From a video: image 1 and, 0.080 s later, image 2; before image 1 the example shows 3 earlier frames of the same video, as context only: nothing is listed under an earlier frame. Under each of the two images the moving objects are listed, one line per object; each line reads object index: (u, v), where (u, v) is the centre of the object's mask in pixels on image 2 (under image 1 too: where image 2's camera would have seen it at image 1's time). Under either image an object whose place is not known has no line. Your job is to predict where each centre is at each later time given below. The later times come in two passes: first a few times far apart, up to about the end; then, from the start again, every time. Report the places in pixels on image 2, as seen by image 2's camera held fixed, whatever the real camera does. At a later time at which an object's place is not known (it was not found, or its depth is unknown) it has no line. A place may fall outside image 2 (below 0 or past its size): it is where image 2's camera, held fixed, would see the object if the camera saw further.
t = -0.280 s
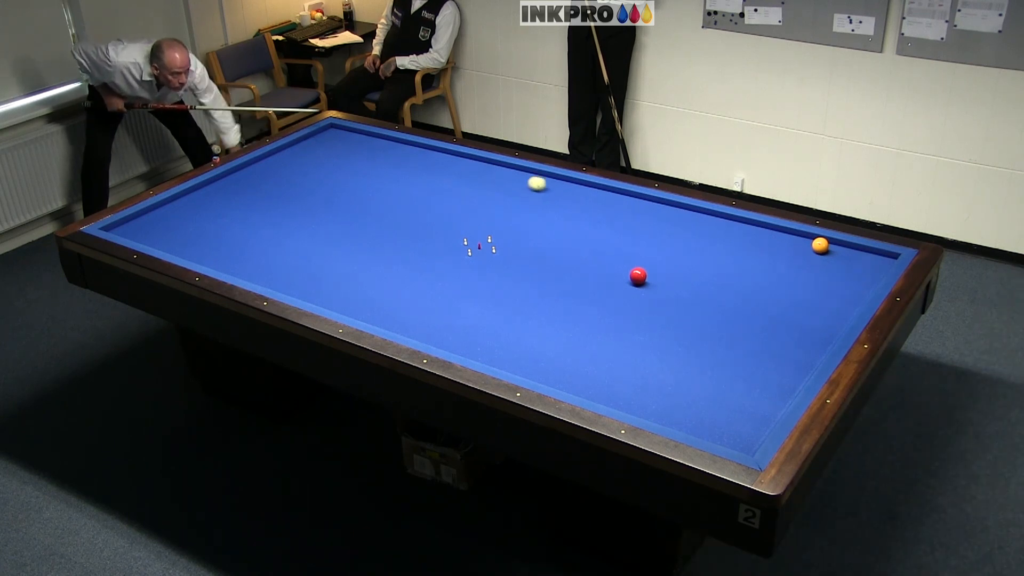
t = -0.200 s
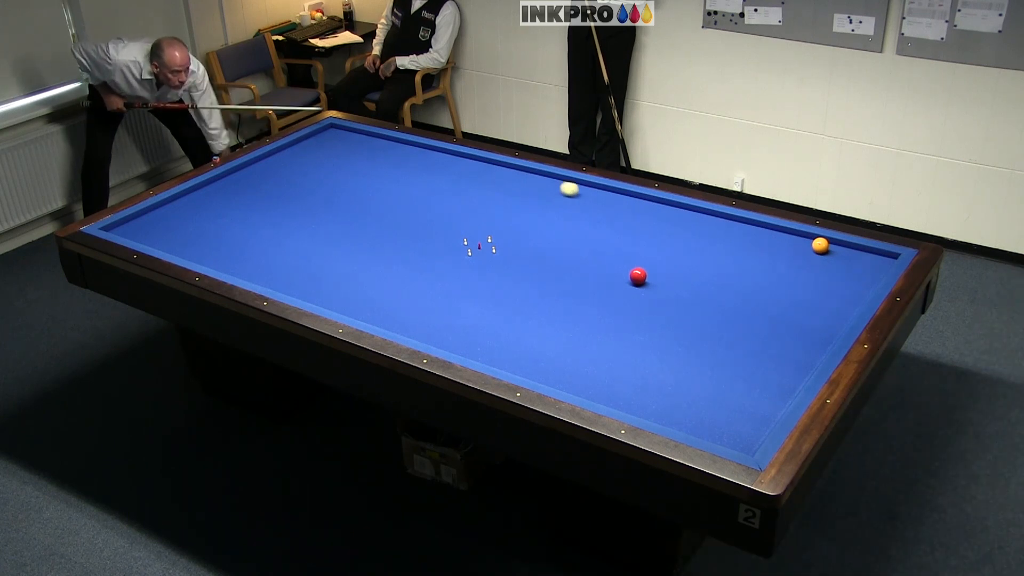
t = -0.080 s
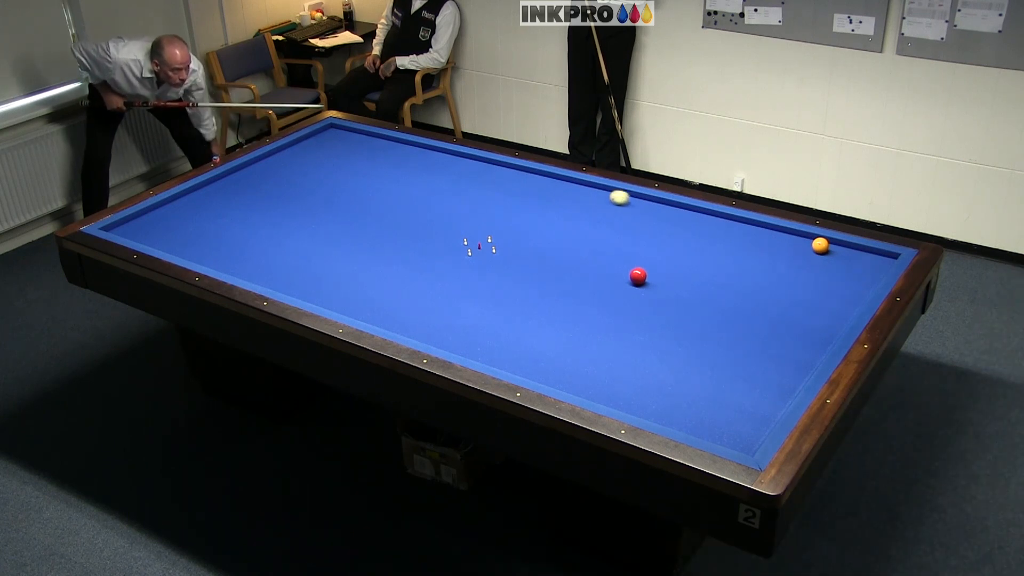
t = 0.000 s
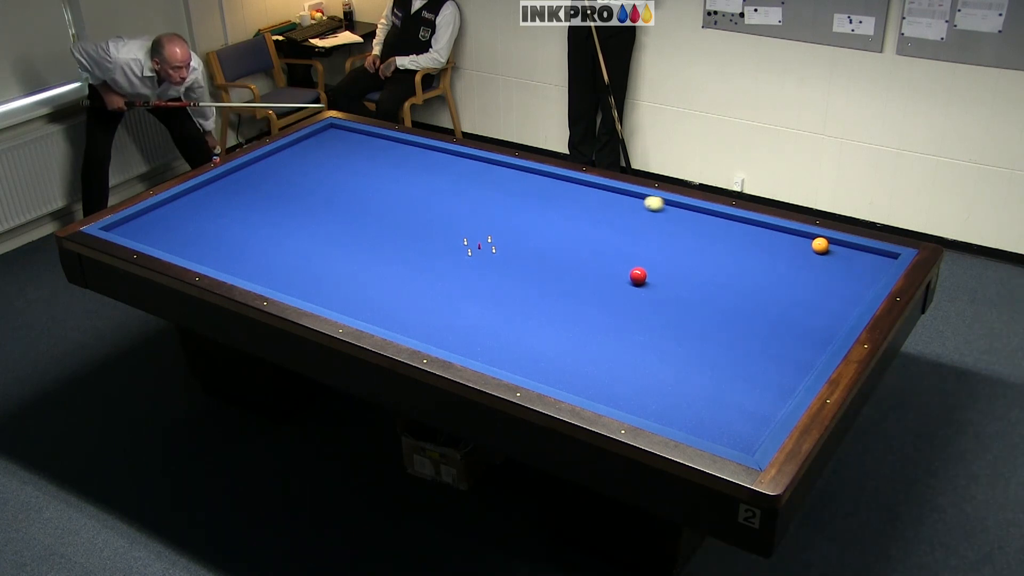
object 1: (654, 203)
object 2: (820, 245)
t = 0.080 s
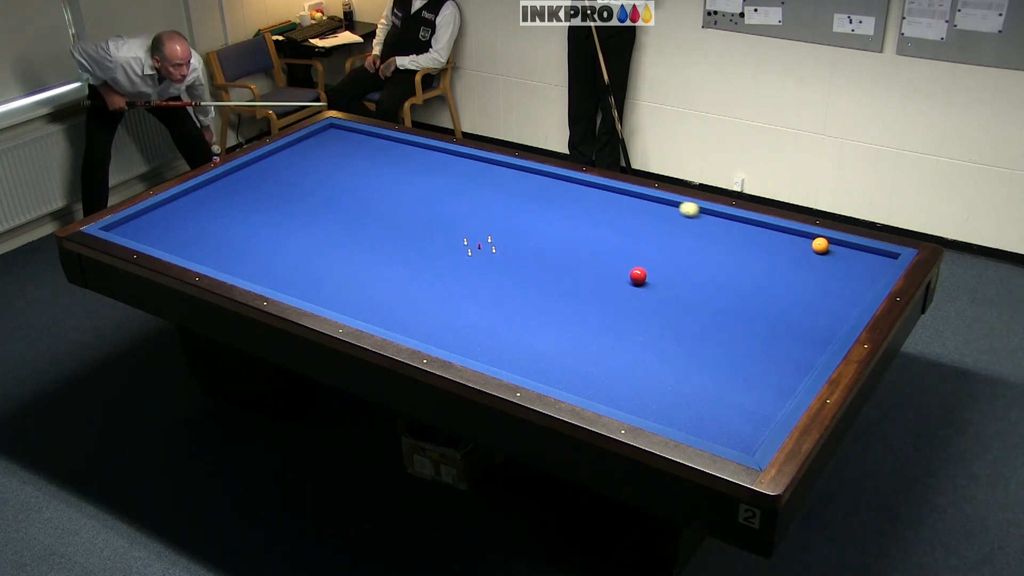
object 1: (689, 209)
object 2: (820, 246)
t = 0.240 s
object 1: (753, 226)
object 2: (820, 245)
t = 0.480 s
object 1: (813, 239)
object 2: (861, 260)
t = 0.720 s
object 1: (835, 245)
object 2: (841, 263)
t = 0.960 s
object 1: (856, 252)
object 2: (791, 256)
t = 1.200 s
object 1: (877, 259)
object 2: (743, 250)
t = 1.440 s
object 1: (880, 261)
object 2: (697, 244)
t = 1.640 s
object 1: (872, 258)
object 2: (660, 239)
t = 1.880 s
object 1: (862, 255)
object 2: (617, 234)
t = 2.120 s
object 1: (853, 252)
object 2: (576, 228)
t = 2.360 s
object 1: (845, 250)
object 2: (537, 223)
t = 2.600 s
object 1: (838, 248)
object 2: (499, 218)
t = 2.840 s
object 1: (831, 246)
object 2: (463, 213)
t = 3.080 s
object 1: (825, 244)
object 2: (429, 209)
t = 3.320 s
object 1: (820, 242)
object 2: (396, 205)
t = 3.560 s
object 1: (815, 241)
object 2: (364, 201)
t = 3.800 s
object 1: (810, 240)
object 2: (334, 197)
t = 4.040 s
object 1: (806, 239)
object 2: (305, 194)
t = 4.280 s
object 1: (804, 238)
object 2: (277, 191)
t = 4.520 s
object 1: (801, 237)
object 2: (250, 188)
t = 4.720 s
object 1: (799, 237)
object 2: (229, 185)
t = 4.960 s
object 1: (798, 236)
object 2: (210, 183)
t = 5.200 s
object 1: (797, 236)
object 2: (217, 188)
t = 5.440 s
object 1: (797, 236)
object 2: (224, 192)
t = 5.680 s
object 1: (797, 236)
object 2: (230, 197)
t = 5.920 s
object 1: (797, 236)
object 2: (237, 201)
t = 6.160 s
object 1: (797, 236)
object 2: (244, 206)
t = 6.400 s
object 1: (797, 236)
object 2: (250, 210)
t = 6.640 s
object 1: (797, 236)
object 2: (256, 214)
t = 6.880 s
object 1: (797, 236)
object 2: (262, 218)
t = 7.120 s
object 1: (797, 236)
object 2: (268, 221)
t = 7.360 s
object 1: (797, 236)
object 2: (274, 225)
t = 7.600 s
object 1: (797, 236)
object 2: (280, 228)
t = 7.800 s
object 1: (797, 236)
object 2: (284, 231)
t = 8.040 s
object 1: (797, 236)
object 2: (289, 234)
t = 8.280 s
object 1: (797, 236)
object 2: (294, 237)
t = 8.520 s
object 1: (797, 236)
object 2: (299, 240)
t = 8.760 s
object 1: (797, 236)
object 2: (303, 243)
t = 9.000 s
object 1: (797, 236)
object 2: (308, 245)
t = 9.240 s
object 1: (797, 236)
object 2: (312, 247)
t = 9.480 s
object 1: (797, 236)
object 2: (315, 249)
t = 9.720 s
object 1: (797, 236)
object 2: (319, 251)
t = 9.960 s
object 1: (797, 236)
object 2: (321, 253)
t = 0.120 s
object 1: (706, 212)
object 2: (820, 245)
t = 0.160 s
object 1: (721, 217)
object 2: (820, 245)
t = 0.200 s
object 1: (737, 221)
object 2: (820, 245)
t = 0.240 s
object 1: (753, 226)
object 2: (820, 245)
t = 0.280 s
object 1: (769, 230)
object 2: (820, 245)
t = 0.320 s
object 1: (786, 235)
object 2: (820, 245)
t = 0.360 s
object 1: (802, 239)
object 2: (820, 246)
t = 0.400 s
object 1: (807, 240)
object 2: (832, 250)
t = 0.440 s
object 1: (810, 239)
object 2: (846, 255)
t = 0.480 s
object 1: (813, 239)
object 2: (861, 260)
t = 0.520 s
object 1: (817, 239)
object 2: (875, 265)
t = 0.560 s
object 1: (821, 240)
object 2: (879, 268)
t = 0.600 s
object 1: (824, 241)
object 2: (868, 266)
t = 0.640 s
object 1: (828, 242)
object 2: (858, 265)
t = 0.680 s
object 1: (831, 243)
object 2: (849, 264)
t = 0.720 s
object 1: (835, 245)
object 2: (841, 263)
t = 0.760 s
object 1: (838, 246)
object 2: (833, 261)
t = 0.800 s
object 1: (842, 247)
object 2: (824, 260)
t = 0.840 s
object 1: (845, 248)
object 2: (816, 259)
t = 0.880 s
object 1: (849, 250)
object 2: (807, 258)
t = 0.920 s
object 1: (853, 251)
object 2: (799, 257)
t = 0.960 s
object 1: (856, 252)
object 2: (791, 256)
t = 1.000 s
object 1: (859, 253)
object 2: (783, 255)
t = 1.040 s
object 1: (863, 254)
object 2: (775, 254)
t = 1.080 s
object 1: (866, 255)
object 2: (767, 253)
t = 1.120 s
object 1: (870, 257)
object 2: (759, 252)
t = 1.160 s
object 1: (873, 258)
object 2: (751, 251)
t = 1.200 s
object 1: (877, 259)
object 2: (743, 250)
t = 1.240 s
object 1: (880, 260)
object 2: (735, 249)
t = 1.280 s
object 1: (883, 261)
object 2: (728, 248)
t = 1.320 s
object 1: (886, 262)
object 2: (720, 247)
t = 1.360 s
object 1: (884, 262)
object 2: (712, 246)
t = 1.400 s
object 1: (882, 261)
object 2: (705, 245)
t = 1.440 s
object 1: (880, 261)
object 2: (697, 244)
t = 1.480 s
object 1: (879, 260)
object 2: (690, 243)
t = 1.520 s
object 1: (877, 260)
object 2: (682, 242)
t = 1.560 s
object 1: (875, 259)
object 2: (675, 241)
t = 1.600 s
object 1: (874, 259)
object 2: (668, 240)
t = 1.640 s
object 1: (872, 258)
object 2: (660, 239)
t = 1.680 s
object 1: (870, 258)
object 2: (653, 238)
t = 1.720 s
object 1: (869, 257)
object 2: (646, 237)
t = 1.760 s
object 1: (867, 256)
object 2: (639, 236)
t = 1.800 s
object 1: (865, 256)
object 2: (631, 235)
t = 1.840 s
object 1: (864, 255)
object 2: (624, 234)
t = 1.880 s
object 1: (862, 255)
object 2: (617, 234)
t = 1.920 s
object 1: (861, 254)
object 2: (610, 233)
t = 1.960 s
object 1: (859, 254)
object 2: (603, 232)
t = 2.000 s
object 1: (858, 254)
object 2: (597, 231)
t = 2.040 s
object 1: (856, 253)
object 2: (590, 230)
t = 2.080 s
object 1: (855, 253)
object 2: (583, 229)
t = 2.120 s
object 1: (853, 252)
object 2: (576, 228)
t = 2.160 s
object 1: (852, 252)
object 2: (569, 227)
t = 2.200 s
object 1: (851, 252)
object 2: (563, 226)
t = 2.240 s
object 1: (849, 251)
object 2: (556, 226)
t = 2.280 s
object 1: (848, 251)
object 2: (550, 225)
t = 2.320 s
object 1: (847, 250)
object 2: (543, 224)
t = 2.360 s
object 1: (845, 250)
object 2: (537, 223)
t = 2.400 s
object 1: (844, 250)
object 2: (530, 222)
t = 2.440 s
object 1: (843, 249)
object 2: (524, 222)
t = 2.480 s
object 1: (842, 249)
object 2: (518, 221)
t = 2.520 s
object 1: (840, 249)
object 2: (511, 220)
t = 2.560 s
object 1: (839, 248)
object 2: (505, 219)
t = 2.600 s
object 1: (838, 248)
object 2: (499, 218)
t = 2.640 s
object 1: (837, 247)
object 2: (493, 218)
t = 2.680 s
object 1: (836, 247)
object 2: (487, 216)
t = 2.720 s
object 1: (834, 247)
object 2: (481, 216)
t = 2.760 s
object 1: (833, 247)
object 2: (475, 215)
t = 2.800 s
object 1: (832, 246)
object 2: (469, 214)
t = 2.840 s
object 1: (831, 246)
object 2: (463, 213)
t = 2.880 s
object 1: (830, 246)
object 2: (457, 213)
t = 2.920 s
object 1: (829, 245)
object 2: (452, 212)
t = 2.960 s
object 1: (828, 245)
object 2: (445, 211)
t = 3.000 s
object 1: (827, 245)
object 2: (440, 211)
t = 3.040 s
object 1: (826, 244)
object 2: (434, 210)
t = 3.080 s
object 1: (825, 244)
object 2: (429, 209)
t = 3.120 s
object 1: (824, 244)
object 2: (423, 208)
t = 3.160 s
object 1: (823, 243)
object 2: (418, 208)
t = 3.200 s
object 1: (822, 243)
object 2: (412, 207)
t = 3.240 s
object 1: (822, 243)
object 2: (406, 206)
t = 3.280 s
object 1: (821, 243)
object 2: (401, 206)
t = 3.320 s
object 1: (820, 242)
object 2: (396, 205)
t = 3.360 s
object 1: (819, 242)
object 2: (390, 204)
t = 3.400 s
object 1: (818, 242)
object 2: (385, 204)
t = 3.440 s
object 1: (817, 242)
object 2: (380, 203)
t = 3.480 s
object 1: (816, 241)
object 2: (374, 202)
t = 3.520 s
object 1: (815, 241)
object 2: (369, 202)
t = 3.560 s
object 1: (815, 241)
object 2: (364, 201)
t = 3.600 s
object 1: (814, 241)
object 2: (359, 201)
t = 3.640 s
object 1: (813, 241)
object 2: (354, 200)
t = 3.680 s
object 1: (812, 241)
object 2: (349, 199)
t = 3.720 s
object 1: (812, 240)
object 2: (344, 198)
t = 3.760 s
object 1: (811, 240)
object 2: (339, 198)
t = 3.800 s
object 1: (810, 240)
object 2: (334, 197)
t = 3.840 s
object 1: (810, 240)
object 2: (329, 197)
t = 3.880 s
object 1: (809, 239)
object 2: (324, 196)
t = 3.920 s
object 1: (808, 239)
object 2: (319, 196)
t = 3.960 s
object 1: (808, 239)
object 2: (314, 195)
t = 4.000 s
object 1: (807, 239)
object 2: (310, 195)
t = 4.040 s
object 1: (806, 239)
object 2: (305, 194)
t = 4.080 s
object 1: (806, 239)
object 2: (300, 193)
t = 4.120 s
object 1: (805, 239)
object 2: (295, 193)
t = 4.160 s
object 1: (805, 238)
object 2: (291, 192)
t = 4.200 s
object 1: (804, 238)
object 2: (286, 192)
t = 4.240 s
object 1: (804, 238)
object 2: (282, 191)
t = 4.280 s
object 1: (804, 238)
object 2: (277, 191)
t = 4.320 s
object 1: (803, 238)
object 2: (272, 190)
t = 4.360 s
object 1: (803, 238)
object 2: (268, 189)
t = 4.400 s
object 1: (802, 238)
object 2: (264, 189)
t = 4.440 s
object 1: (802, 237)
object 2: (259, 188)
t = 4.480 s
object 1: (801, 237)
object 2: (255, 188)
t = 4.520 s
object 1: (801, 237)
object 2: (250, 188)
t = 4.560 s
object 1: (800, 237)
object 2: (246, 187)
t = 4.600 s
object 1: (800, 237)
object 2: (242, 187)
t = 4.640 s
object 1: (800, 237)
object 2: (238, 186)
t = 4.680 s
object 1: (799, 237)
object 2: (234, 185)
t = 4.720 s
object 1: (799, 237)
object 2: (229, 185)
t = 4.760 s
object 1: (799, 237)
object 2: (225, 184)
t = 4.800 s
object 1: (799, 237)
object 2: (221, 184)
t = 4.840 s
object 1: (798, 237)
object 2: (217, 183)
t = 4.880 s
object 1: (798, 236)
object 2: (213, 183)
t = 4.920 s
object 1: (798, 236)
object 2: (209, 182)
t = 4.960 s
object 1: (798, 236)
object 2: (210, 183)
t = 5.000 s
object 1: (798, 236)
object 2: (212, 184)
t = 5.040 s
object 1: (798, 236)
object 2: (213, 185)
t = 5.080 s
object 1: (797, 236)
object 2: (214, 186)
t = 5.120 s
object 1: (797, 236)
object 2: (215, 186)
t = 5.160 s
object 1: (797, 236)
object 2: (216, 187)
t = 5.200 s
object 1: (797, 236)
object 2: (217, 188)
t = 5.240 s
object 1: (797, 236)
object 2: (219, 189)
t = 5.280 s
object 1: (797, 236)
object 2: (220, 190)
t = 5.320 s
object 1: (797, 236)
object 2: (221, 190)
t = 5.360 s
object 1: (797, 236)
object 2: (222, 191)
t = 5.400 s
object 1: (797, 236)
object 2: (223, 192)
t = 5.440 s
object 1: (797, 236)
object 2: (224, 192)
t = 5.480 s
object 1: (797, 236)
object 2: (225, 193)
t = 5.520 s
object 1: (797, 236)
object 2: (226, 194)
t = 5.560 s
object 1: (797, 236)
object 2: (227, 195)
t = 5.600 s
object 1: (797, 236)
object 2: (229, 196)
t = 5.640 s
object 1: (797, 236)
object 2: (230, 196)
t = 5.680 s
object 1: (797, 236)
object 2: (230, 197)
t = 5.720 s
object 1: (797, 236)
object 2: (232, 198)
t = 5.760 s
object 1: (797, 236)
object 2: (233, 198)
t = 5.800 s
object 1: (797, 236)
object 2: (234, 199)
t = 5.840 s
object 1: (797, 236)
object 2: (235, 200)
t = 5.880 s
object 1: (797, 236)
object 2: (236, 201)
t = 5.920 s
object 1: (797, 236)
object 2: (237, 201)
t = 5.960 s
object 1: (797, 236)
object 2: (238, 202)
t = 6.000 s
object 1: (797, 236)
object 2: (240, 203)
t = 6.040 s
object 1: (797, 236)
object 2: (241, 204)
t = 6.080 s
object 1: (797, 236)
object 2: (242, 204)
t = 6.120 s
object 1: (797, 236)
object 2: (243, 205)
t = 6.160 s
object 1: (797, 236)
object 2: (244, 206)
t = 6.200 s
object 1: (797, 236)
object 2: (245, 206)
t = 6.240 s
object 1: (797, 236)
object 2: (246, 207)
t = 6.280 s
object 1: (797, 236)
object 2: (247, 208)
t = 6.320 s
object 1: (797, 236)
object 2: (248, 208)
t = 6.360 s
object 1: (797, 236)
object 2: (249, 209)
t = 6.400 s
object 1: (797, 236)
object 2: (250, 210)
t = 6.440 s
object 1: (797, 236)
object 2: (251, 210)
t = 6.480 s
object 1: (797, 236)
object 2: (252, 211)
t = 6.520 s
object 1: (797, 236)
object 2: (253, 212)
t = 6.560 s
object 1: (797, 236)
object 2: (254, 213)
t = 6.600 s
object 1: (797, 236)
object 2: (255, 213)
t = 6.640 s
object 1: (797, 236)
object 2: (256, 214)
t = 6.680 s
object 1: (797, 236)
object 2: (257, 214)
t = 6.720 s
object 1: (797, 236)
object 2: (258, 215)
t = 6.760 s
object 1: (797, 236)
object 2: (260, 216)
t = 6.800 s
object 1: (797, 236)
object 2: (260, 216)
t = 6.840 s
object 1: (797, 236)
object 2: (262, 217)
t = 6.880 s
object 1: (797, 236)
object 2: (262, 218)
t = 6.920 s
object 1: (797, 236)
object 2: (263, 218)
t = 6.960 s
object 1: (797, 236)
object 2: (264, 219)
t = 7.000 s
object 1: (797, 236)
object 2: (265, 219)
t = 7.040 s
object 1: (797, 236)
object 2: (266, 220)
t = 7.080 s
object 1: (797, 236)
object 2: (267, 221)
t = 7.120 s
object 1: (797, 236)
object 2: (268, 221)
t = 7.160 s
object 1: (797, 236)
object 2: (269, 222)
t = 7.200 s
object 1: (797, 236)
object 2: (270, 223)
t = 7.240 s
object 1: (797, 236)
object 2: (271, 223)
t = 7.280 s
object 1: (797, 236)
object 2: (272, 224)
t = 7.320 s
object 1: (797, 236)
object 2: (273, 224)
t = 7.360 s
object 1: (797, 236)
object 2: (274, 225)
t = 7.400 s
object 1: (797, 236)
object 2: (275, 225)
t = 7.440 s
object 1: (797, 236)
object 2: (276, 226)
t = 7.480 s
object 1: (797, 236)
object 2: (277, 227)
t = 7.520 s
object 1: (797, 236)
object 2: (278, 227)
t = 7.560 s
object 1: (797, 236)
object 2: (279, 228)
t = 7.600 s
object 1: (797, 236)
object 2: (280, 228)
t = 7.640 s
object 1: (797, 236)
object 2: (280, 229)
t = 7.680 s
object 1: (797, 236)
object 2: (281, 229)
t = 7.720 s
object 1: (797, 236)
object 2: (282, 230)
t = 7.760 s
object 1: (797, 236)
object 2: (283, 231)
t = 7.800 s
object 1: (797, 236)
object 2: (284, 231)
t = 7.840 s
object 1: (797, 236)
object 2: (285, 232)
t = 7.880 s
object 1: (797, 236)
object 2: (286, 232)
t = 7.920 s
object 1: (797, 236)
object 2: (287, 233)
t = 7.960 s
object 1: (797, 236)
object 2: (287, 233)
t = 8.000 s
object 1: (797, 236)
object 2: (288, 234)
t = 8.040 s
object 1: (797, 236)
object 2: (289, 234)
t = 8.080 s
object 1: (797, 236)
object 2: (290, 235)
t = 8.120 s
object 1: (797, 236)
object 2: (291, 235)
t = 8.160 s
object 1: (797, 236)
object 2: (292, 236)
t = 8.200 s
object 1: (797, 236)
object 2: (293, 236)
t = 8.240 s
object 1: (797, 236)
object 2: (294, 236)
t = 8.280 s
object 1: (797, 236)
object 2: (294, 237)
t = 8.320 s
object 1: (797, 236)
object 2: (295, 238)
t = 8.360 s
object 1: (797, 236)
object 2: (296, 238)
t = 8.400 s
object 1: (797, 236)
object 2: (297, 238)
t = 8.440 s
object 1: (797, 236)
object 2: (298, 239)
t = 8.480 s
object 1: (797, 236)
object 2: (298, 239)
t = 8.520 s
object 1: (797, 236)
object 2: (299, 240)
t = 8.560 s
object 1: (797, 236)
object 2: (300, 240)
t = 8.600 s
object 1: (797, 236)
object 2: (300, 241)
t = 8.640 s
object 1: (797, 236)
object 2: (301, 241)
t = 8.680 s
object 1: (797, 236)
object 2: (302, 242)
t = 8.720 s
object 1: (797, 236)
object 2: (303, 242)
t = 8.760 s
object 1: (797, 236)
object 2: (303, 243)
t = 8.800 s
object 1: (797, 236)
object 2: (304, 243)
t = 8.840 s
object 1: (797, 236)
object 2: (305, 244)
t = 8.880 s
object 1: (797, 236)
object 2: (306, 244)
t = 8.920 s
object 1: (797, 236)
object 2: (306, 244)
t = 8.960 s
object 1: (797, 236)
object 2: (307, 245)
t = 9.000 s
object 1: (797, 236)
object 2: (308, 245)
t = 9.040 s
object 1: (797, 236)
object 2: (309, 245)
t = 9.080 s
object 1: (797, 236)
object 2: (309, 245)
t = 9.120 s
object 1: (797, 236)
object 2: (310, 246)
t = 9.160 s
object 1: (797, 236)
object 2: (311, 246)
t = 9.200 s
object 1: (797, 236)
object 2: (311, 247)
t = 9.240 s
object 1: (797, 236)
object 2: (312, 247)
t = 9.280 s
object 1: (797, 236)
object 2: (312, 247)
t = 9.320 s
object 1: (797, 236)
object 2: (313, 248)
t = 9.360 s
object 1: (797, 236)
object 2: (314, 248)
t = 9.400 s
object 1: (797, 236)
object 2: (314, 248)
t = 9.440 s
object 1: (797, 236)
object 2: (315, 249)
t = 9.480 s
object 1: (797, 236)
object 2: (315, 249)
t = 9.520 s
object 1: (797, 236)
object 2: (316, 249)
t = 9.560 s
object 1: (797, 236)
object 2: (316, 250)
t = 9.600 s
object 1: (797, 236)
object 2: (317, 250)
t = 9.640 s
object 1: (797, 236)
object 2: (317, 251)
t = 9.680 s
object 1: (797, 236)
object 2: (318, 251)
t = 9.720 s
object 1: (797, 236)
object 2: (319, 251)
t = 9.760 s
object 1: (797, 236)
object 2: (319, 251)
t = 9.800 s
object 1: (797, 236)
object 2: (320, 252)
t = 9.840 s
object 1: (797, 236)
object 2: (320, 252)
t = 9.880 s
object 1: (797, 236)
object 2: (321, 252)
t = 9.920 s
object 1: (797, 236)
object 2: (321, 253)
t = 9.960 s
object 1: (797, 236)
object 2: (321, 253)
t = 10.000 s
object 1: (797, 236)
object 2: (322, 253)
